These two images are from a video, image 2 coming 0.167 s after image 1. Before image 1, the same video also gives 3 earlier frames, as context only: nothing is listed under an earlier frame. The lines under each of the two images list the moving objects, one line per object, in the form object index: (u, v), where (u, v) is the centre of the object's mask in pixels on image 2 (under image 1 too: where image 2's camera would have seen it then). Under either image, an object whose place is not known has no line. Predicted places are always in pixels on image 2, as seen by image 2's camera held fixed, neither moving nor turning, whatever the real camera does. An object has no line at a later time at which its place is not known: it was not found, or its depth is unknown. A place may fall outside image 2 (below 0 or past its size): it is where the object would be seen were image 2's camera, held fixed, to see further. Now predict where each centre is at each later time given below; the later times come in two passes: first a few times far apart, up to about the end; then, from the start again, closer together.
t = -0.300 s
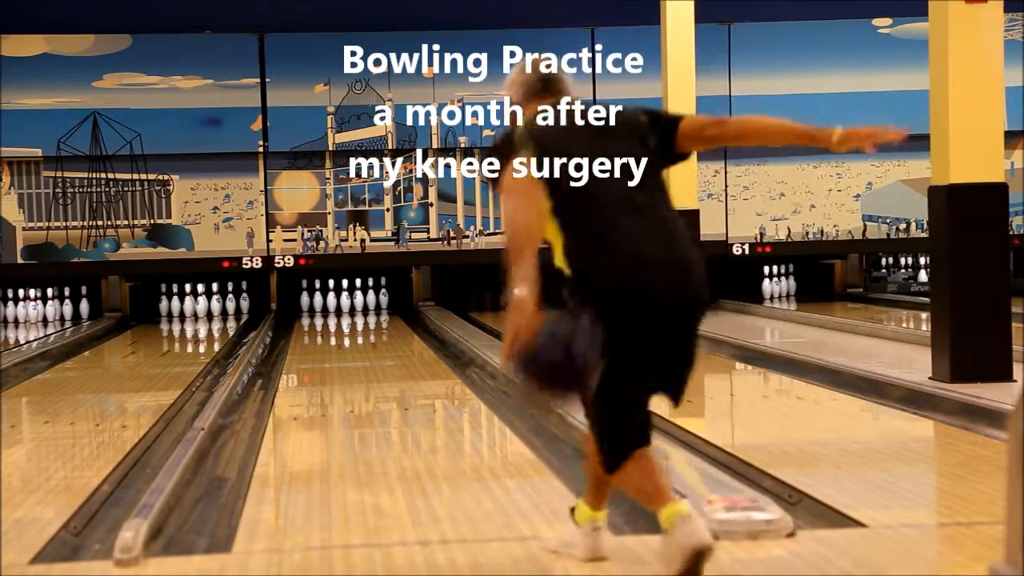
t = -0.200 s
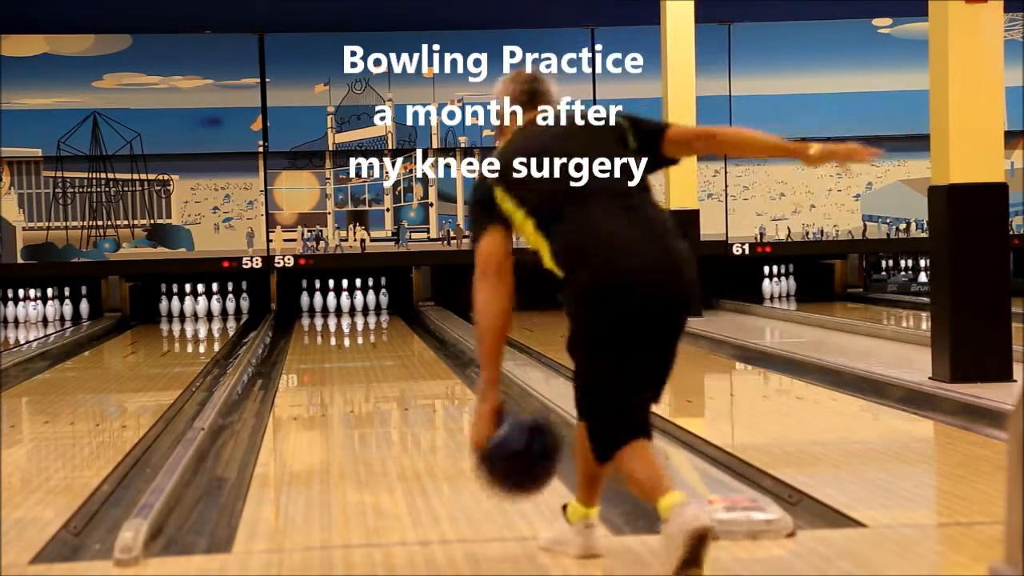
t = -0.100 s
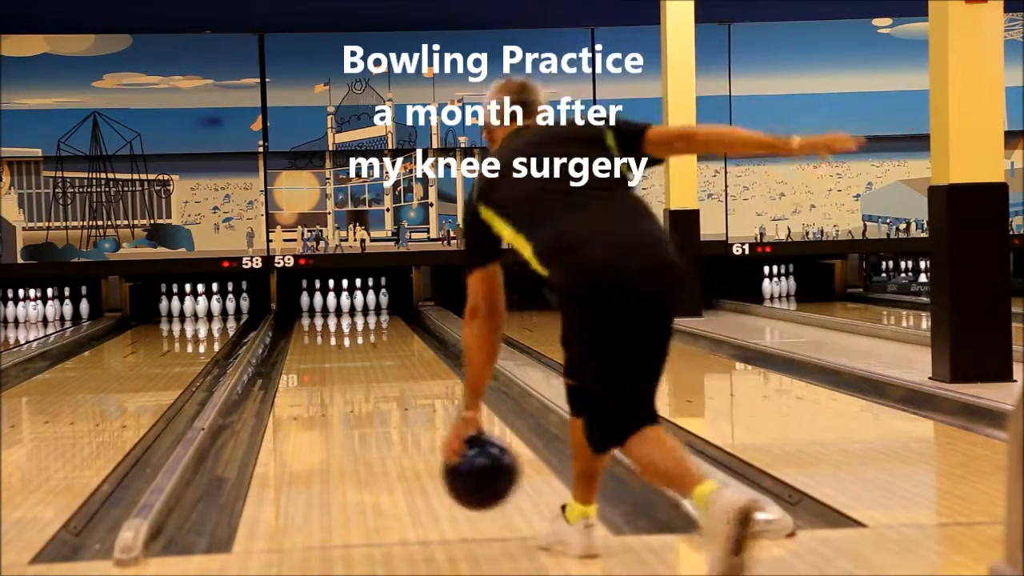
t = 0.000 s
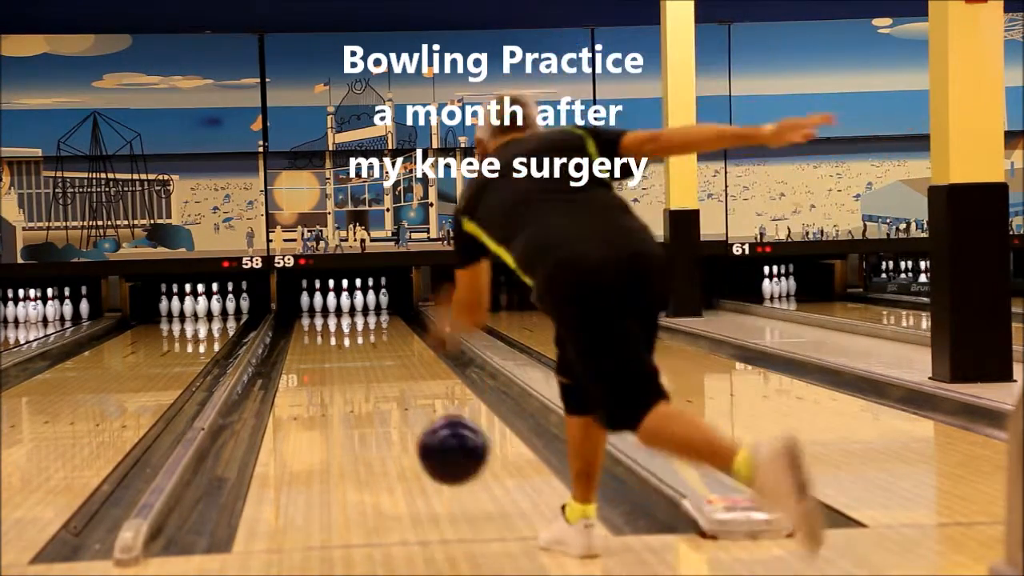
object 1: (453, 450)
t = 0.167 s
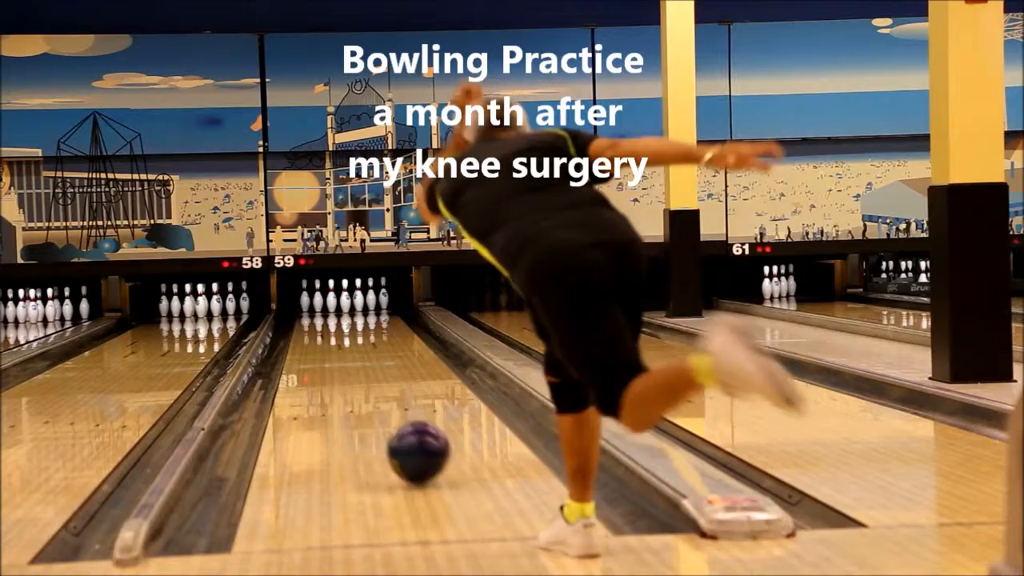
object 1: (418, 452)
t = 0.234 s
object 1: (406, 445)
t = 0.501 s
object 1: (371, 413)
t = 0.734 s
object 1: (350, 393)
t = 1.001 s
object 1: (331, 376)
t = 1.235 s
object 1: (319, 363)
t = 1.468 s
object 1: (310, 353)
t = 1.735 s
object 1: (304, 343)
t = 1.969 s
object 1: (300, 335)
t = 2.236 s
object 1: (298, 328)
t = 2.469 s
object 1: (299, 323)
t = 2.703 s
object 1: (302, 318)
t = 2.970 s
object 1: (308, 314)
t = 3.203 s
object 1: (313, 310)
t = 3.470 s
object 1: (319, 307)
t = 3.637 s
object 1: (324, 306)
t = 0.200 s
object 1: (412, 447)
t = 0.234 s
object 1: (406, 445)
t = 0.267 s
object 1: (401, 440)
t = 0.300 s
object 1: (396, 436)
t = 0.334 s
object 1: (391, 432)
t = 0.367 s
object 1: (387, 427)
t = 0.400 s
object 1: (383, 424)
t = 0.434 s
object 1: (379, 420)
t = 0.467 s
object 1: (375, 416)
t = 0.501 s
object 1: (371, 413)
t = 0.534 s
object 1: (368, 410)
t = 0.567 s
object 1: (364, 407)
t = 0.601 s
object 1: (361, 404)
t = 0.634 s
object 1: (358, 401)
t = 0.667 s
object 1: (355, 399)
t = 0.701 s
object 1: (352, 396)
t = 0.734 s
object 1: (350, 393)
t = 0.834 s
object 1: (342, 387)
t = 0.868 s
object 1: (340, 384)
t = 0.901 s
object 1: (337, 382)
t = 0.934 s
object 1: (335, 380)
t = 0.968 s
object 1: (333, 378)
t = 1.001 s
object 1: (331, 376)
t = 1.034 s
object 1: (329, 374)
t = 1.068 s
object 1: (328, 372)
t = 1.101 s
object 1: (326, 370)
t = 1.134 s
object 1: (323, 369)
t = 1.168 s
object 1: (322, 367)
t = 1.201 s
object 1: (320, 365)
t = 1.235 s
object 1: (319, 363)
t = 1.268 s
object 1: (318, 362)
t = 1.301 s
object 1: (316, 360)
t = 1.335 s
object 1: (315, 359)
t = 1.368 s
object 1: (314, 357)
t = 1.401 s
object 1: (312, 356)
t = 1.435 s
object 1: (311, 355)
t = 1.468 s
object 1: (310, 353)
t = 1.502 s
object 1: (309, 352)
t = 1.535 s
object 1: (308, 350)
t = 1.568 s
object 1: (307, 349)
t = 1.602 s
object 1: (306, 348)
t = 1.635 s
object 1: (306, 347)
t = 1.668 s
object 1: (305, 346)
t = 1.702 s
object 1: (304, 345)
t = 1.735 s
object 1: (304, 343)
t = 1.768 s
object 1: (303, 342)
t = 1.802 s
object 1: (302, 341)
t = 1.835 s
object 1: (302, 340)
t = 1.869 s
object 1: (301, 339)
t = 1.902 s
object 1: (300, 337)
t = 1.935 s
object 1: (300, 336)
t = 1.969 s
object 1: (300, 335)
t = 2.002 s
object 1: (300, 334)
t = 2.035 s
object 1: (299, 334)
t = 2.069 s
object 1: (299, 333)
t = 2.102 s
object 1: (299, 332)
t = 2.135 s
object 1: (299, 331)
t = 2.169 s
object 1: (299, 330)
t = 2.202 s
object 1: (299, 329)
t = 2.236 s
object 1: (298, 328)
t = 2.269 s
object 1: (298, 327)
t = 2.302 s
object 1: (299, 327)
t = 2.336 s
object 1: (299, 326)
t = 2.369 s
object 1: (299, 325)
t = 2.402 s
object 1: (299, 324)
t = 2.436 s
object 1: (299, 324)
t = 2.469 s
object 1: (299, 323)
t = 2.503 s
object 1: (300, 322)
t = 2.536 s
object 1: (300, 322)
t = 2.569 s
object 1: (300, 321)
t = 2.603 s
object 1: (300, 321)
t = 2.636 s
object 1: (301, 320)
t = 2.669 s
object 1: (301, 319)
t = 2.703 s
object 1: (302, 318)
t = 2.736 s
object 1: (302, 318)
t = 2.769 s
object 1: (302, 317)
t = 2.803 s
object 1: (303, 316)
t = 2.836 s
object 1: (304, 316)
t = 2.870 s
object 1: (304, 316)
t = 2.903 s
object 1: (305, 315)
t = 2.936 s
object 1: (306, 315)
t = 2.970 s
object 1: (308, 314)
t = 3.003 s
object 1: (309, 313)
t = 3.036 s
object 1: (309, 313)
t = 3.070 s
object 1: (310, 312)
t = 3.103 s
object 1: (310, 312)
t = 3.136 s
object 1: (312, 311)
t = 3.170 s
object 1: (313, 311)
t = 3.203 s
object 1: (313, 310)
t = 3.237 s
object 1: (314, 310)
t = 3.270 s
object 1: (315, 309)
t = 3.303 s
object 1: (316, 309)
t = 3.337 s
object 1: (317, 308)
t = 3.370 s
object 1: (318, 308)
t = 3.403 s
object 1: (318, 308)
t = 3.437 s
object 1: (319, 307)
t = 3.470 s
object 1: (319, 307)
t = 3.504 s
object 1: (320, 307)
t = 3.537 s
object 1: (321, 307)
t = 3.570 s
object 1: (322, 306)
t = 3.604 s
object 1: (323, 306)
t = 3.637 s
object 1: (324, 306)
